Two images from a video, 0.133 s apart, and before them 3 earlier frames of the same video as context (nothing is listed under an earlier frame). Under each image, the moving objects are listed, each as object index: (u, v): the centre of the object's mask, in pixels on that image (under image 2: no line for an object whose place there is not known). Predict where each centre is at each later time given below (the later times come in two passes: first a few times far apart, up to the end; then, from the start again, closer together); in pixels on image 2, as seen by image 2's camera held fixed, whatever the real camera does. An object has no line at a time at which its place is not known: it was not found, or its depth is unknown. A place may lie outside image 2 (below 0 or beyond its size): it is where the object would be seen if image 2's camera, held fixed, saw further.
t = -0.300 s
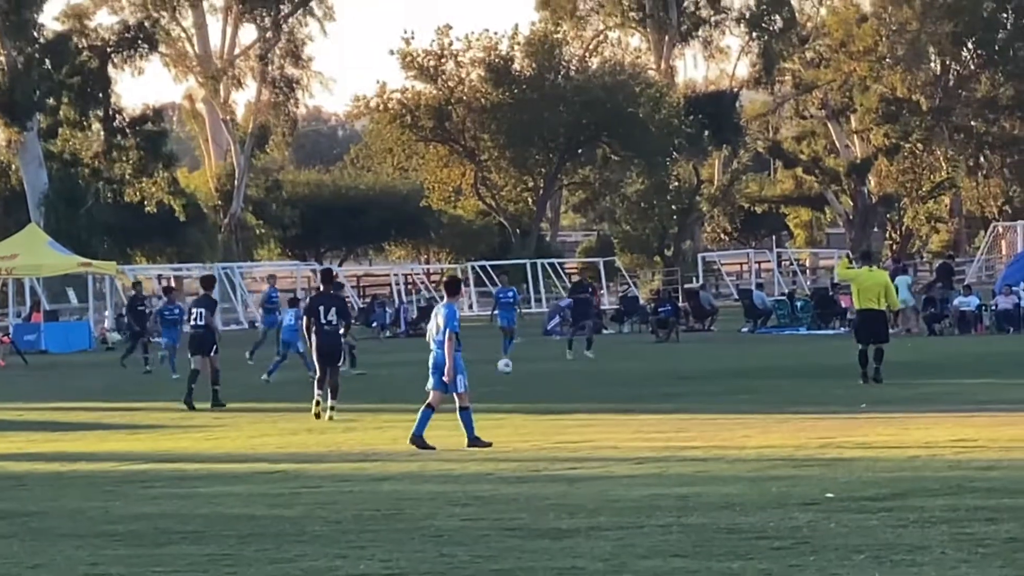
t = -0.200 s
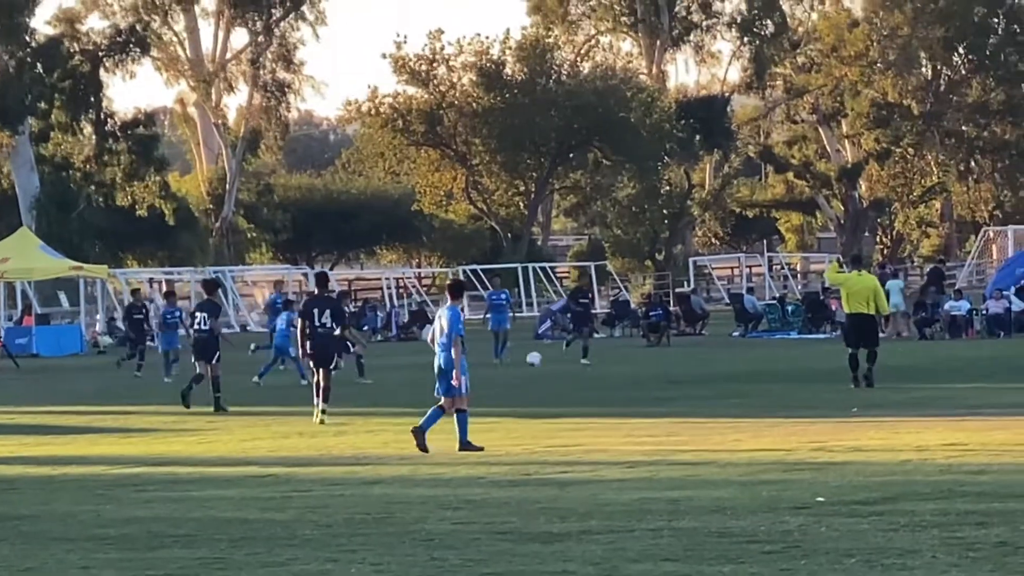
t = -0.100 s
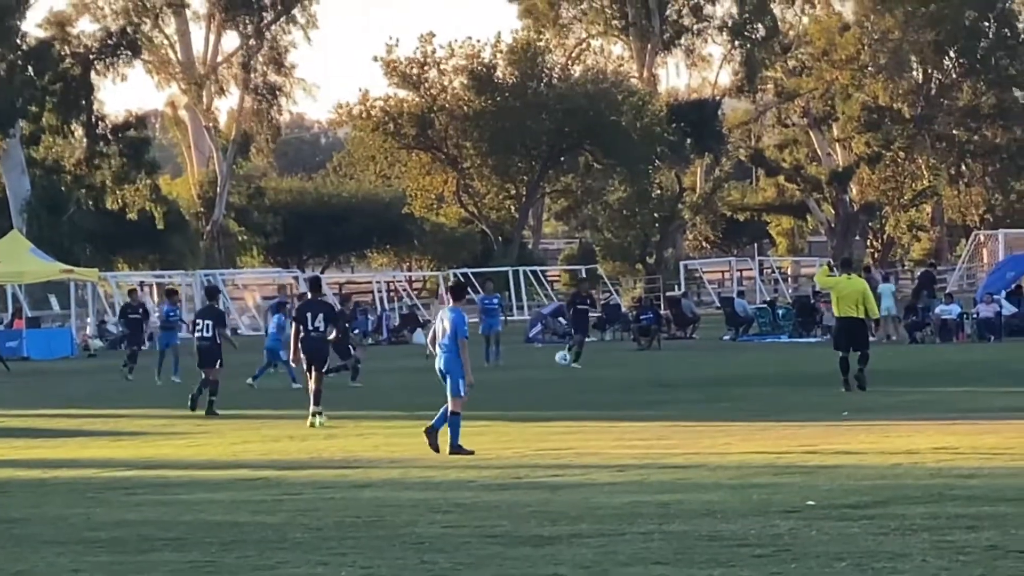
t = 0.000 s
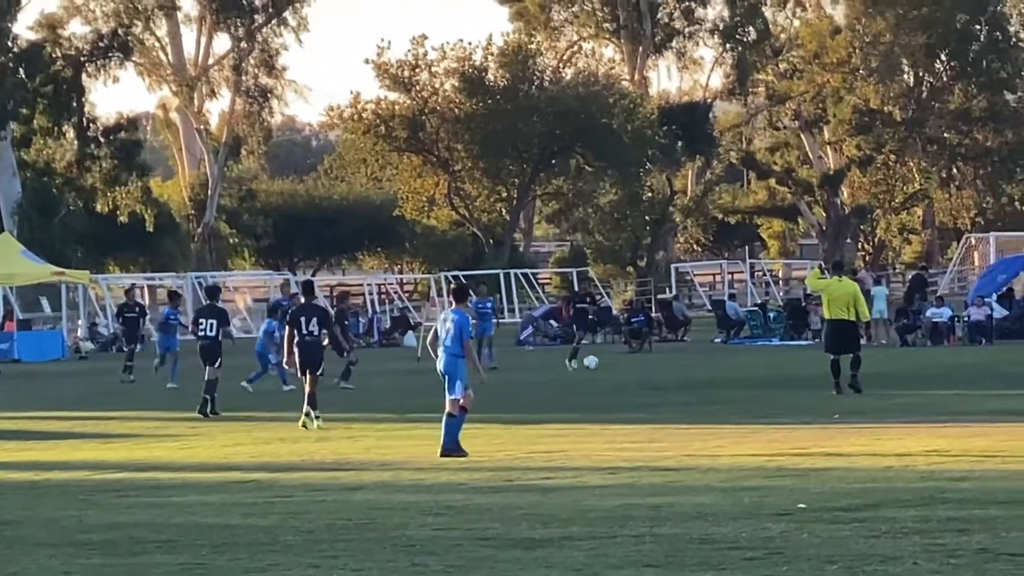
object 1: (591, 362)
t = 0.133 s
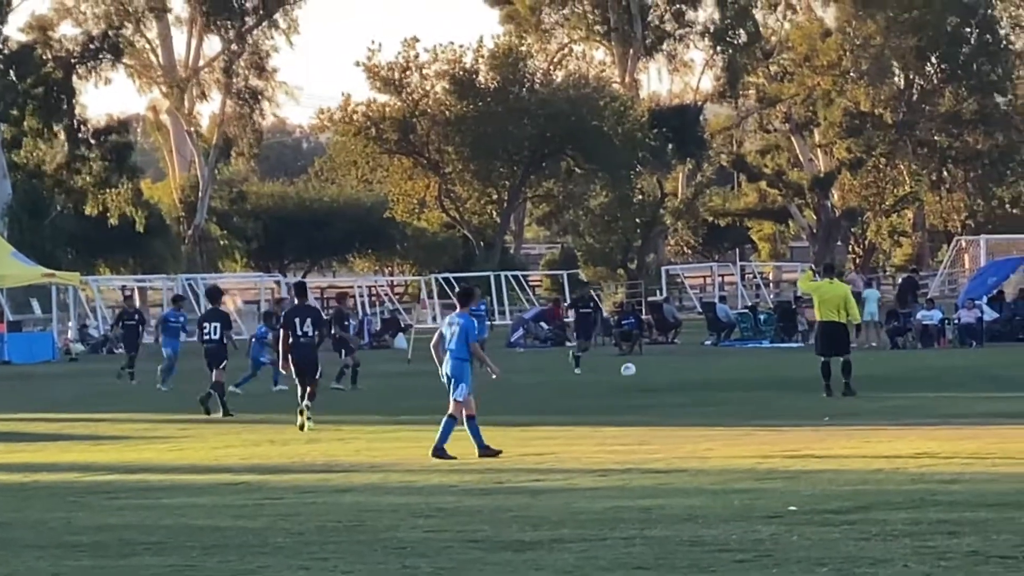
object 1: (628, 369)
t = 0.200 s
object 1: (645, 367)
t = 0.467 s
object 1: (715, 369)
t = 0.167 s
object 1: (637, 369)
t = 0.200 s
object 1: (645, 367)
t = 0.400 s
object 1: (697, 368)
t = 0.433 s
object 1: (706, 371)
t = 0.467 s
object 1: (715, 369)
